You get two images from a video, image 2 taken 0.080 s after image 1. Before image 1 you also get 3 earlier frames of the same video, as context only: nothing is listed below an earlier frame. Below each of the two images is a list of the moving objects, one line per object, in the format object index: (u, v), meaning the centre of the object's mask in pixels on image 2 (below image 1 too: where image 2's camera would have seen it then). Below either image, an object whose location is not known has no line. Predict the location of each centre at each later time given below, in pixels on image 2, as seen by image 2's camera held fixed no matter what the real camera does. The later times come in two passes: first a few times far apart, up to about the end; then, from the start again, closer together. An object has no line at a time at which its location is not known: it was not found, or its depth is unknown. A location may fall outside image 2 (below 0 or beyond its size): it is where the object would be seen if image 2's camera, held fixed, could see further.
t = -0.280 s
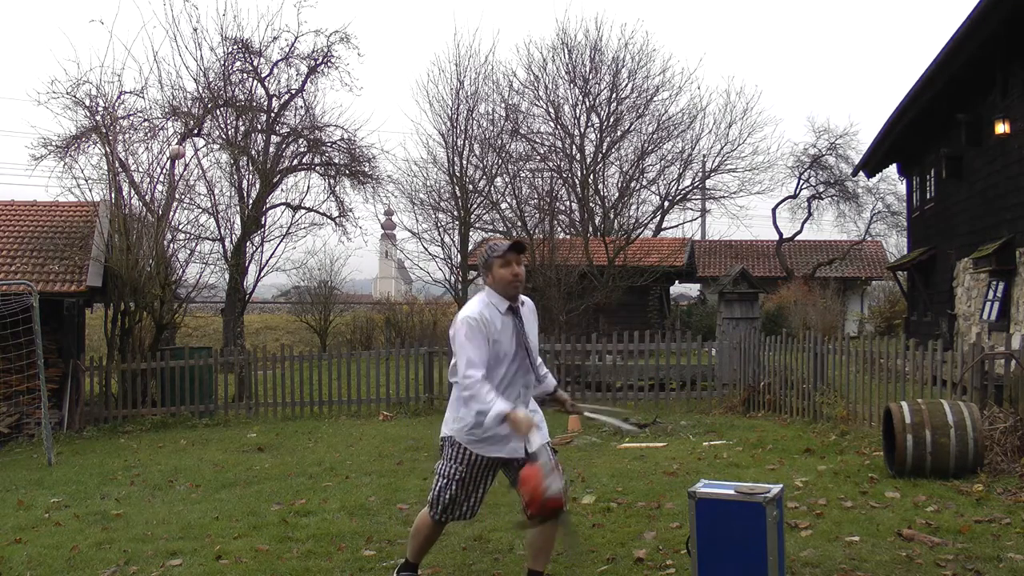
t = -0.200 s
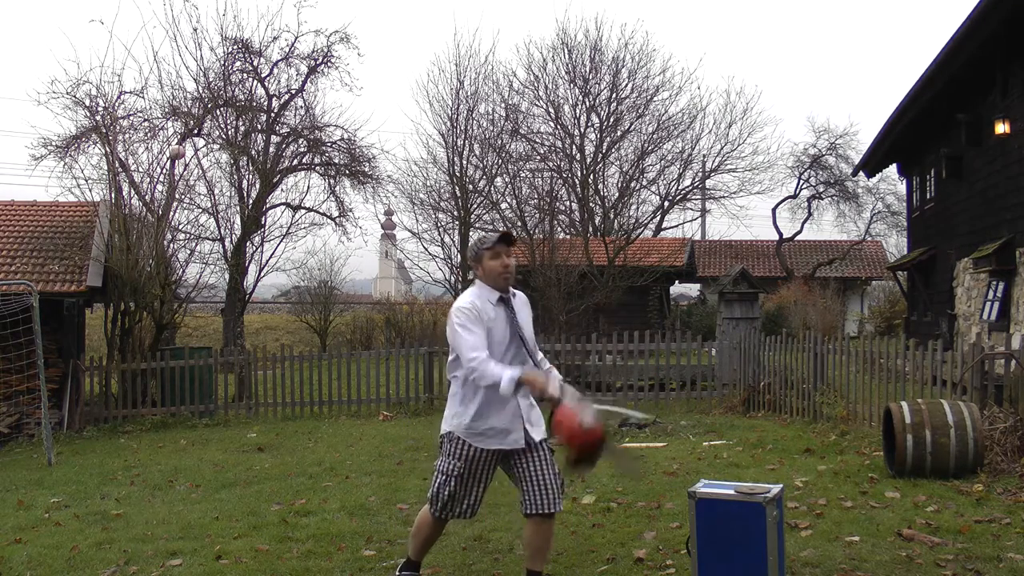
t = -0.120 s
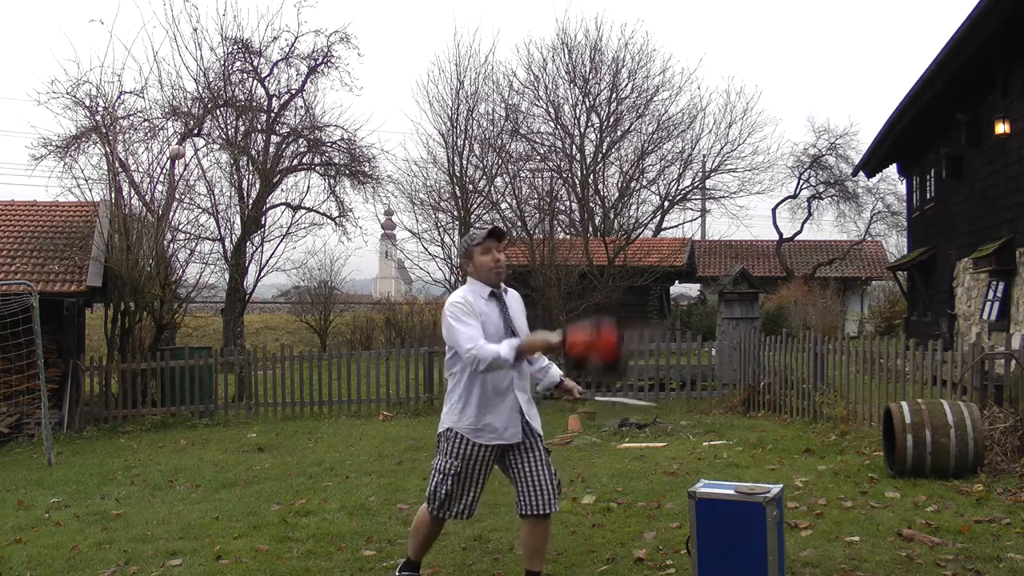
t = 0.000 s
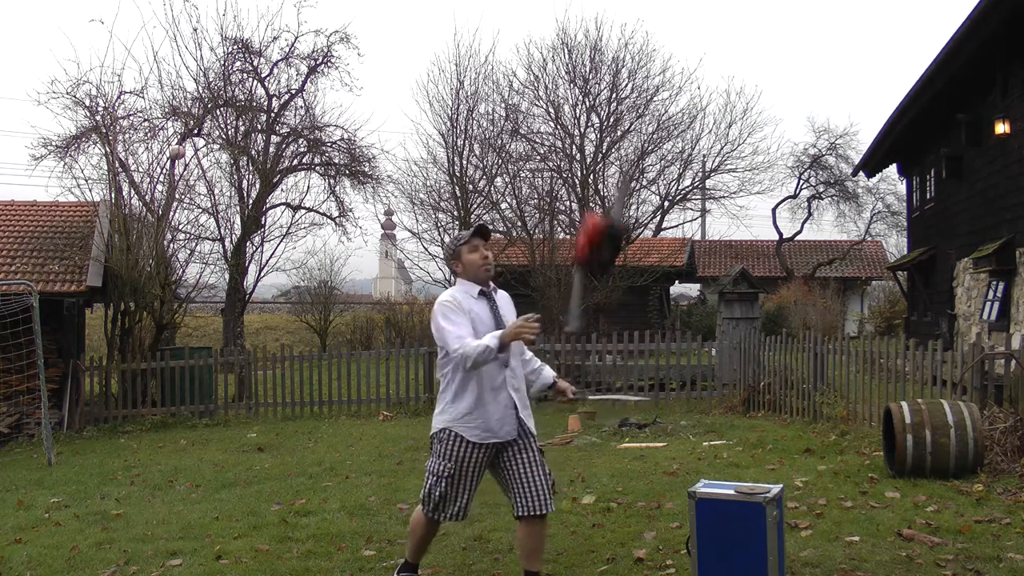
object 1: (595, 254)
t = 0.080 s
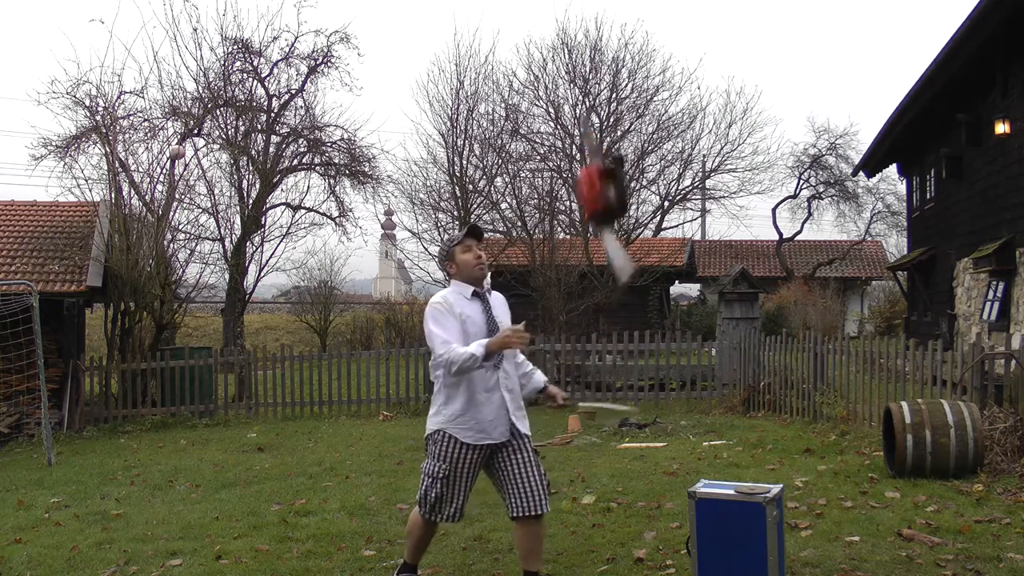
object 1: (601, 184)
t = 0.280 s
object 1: (599, 138)
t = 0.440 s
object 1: (606, 183)
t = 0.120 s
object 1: (601, 164)
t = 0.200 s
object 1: (598, 142)
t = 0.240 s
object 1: (598, 139)
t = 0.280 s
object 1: (599, 138)
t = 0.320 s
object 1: (600, 143)
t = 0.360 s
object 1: (603, 144)
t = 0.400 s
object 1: (605, 168)
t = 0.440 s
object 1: (606, 183)
